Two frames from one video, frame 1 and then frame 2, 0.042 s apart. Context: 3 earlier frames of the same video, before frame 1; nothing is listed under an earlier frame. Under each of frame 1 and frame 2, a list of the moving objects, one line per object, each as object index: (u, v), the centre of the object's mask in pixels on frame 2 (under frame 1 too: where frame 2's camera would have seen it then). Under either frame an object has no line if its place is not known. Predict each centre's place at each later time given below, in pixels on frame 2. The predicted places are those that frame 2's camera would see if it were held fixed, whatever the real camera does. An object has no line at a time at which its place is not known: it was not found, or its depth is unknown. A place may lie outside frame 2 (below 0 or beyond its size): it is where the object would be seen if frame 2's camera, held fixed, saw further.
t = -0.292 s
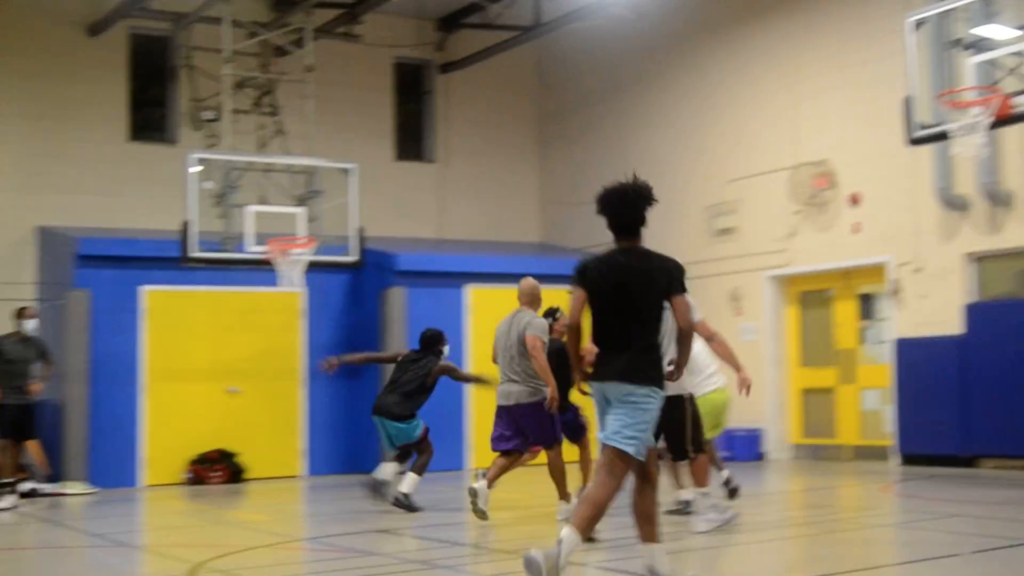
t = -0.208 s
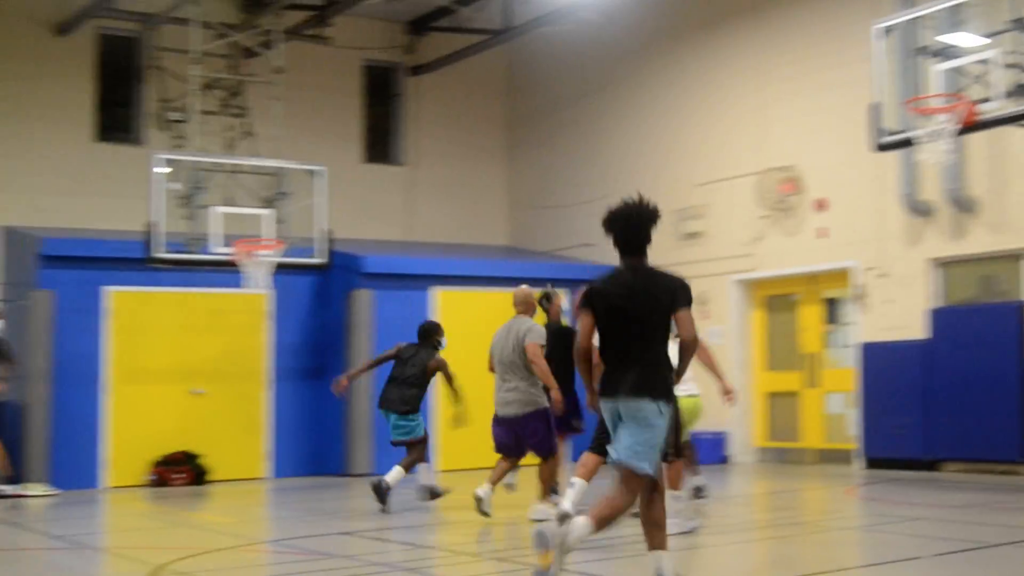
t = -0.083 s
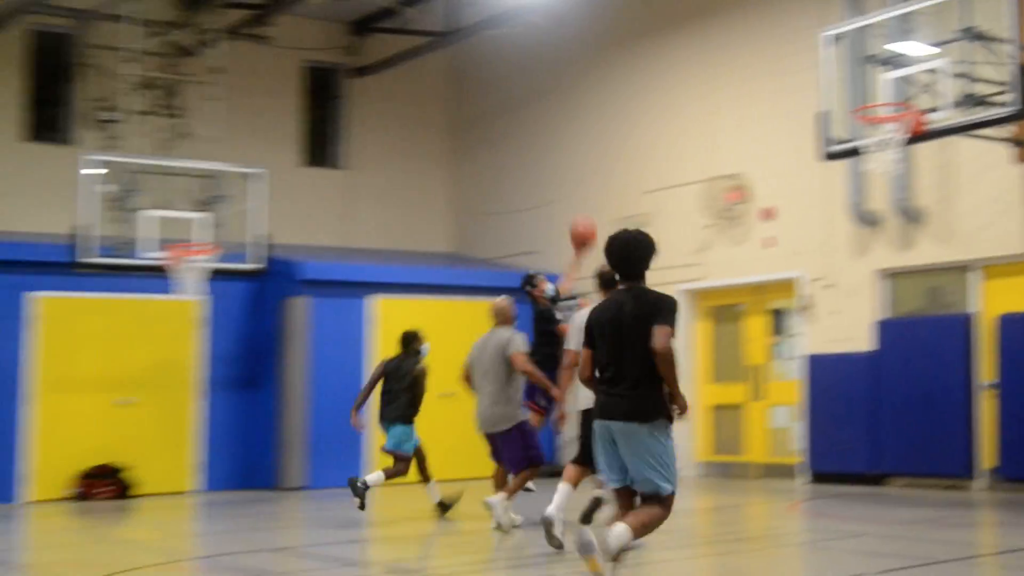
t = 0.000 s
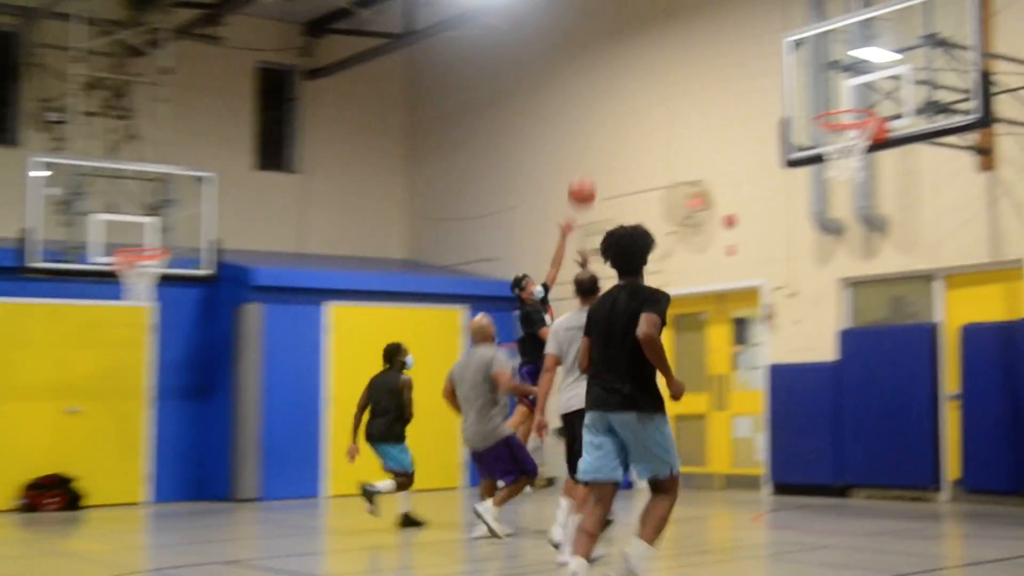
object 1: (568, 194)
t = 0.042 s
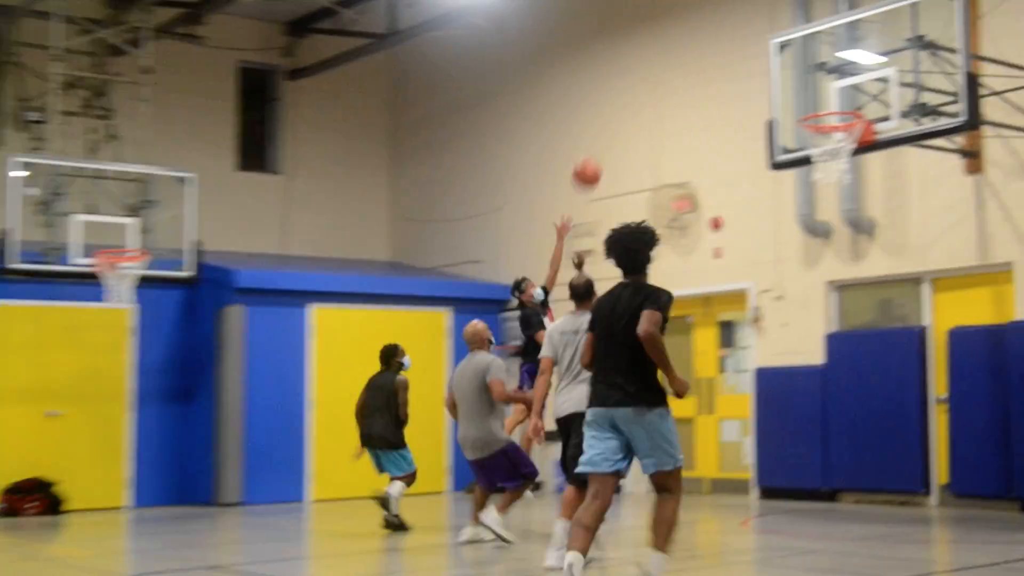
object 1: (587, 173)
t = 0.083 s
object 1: (608, 152)
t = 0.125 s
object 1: (627, 137)
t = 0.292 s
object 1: (708, 89)
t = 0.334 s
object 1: (730, 82)
